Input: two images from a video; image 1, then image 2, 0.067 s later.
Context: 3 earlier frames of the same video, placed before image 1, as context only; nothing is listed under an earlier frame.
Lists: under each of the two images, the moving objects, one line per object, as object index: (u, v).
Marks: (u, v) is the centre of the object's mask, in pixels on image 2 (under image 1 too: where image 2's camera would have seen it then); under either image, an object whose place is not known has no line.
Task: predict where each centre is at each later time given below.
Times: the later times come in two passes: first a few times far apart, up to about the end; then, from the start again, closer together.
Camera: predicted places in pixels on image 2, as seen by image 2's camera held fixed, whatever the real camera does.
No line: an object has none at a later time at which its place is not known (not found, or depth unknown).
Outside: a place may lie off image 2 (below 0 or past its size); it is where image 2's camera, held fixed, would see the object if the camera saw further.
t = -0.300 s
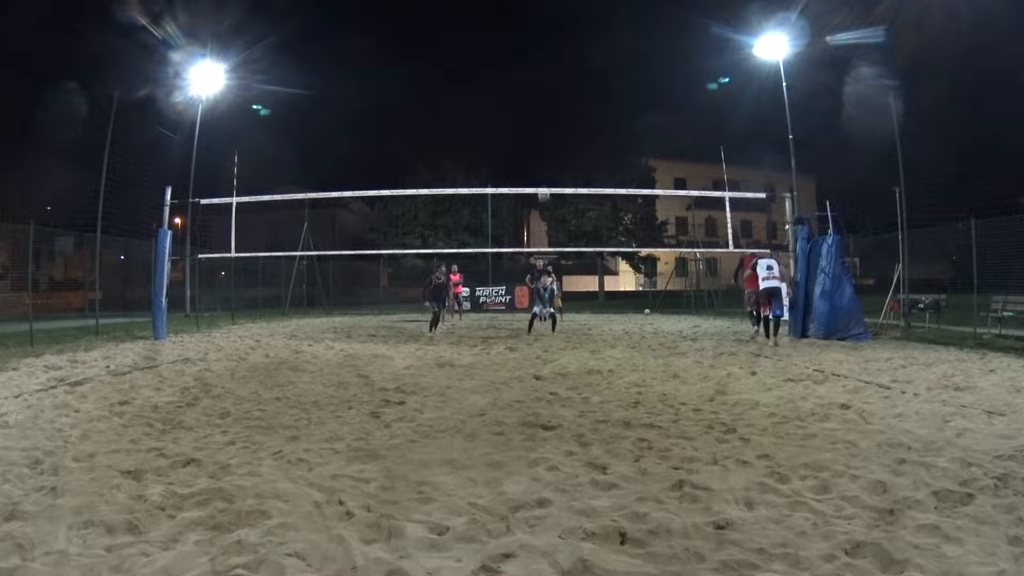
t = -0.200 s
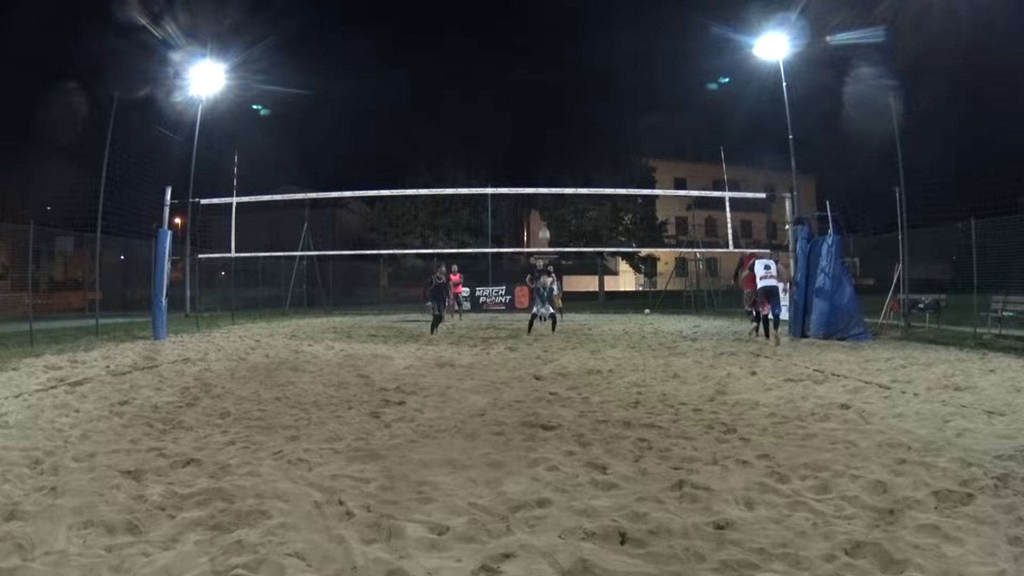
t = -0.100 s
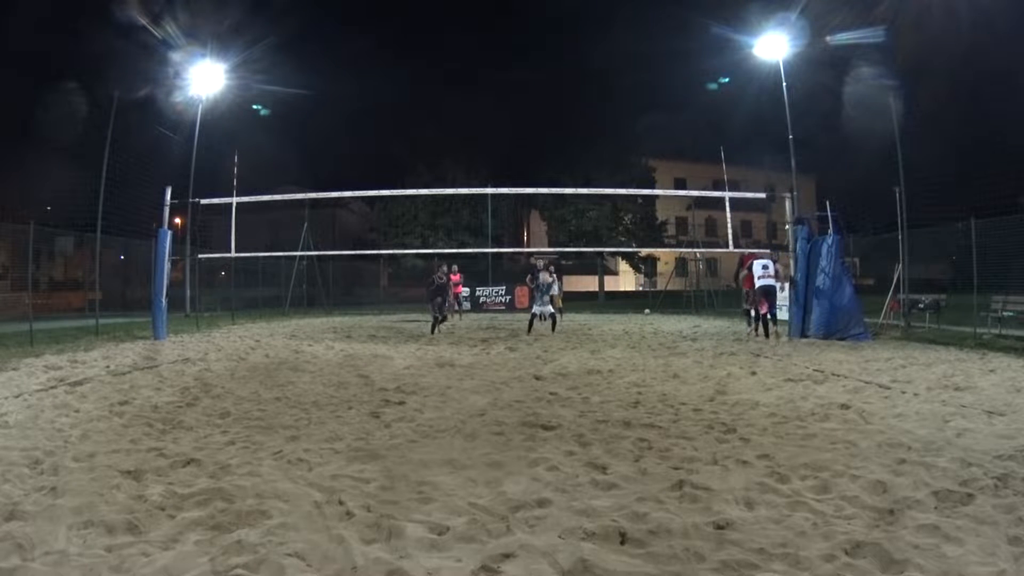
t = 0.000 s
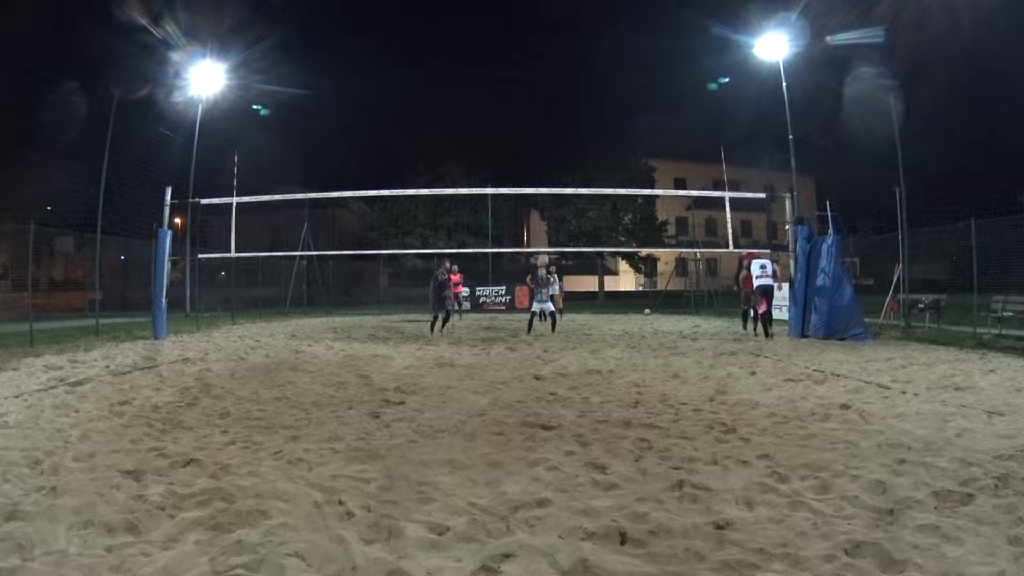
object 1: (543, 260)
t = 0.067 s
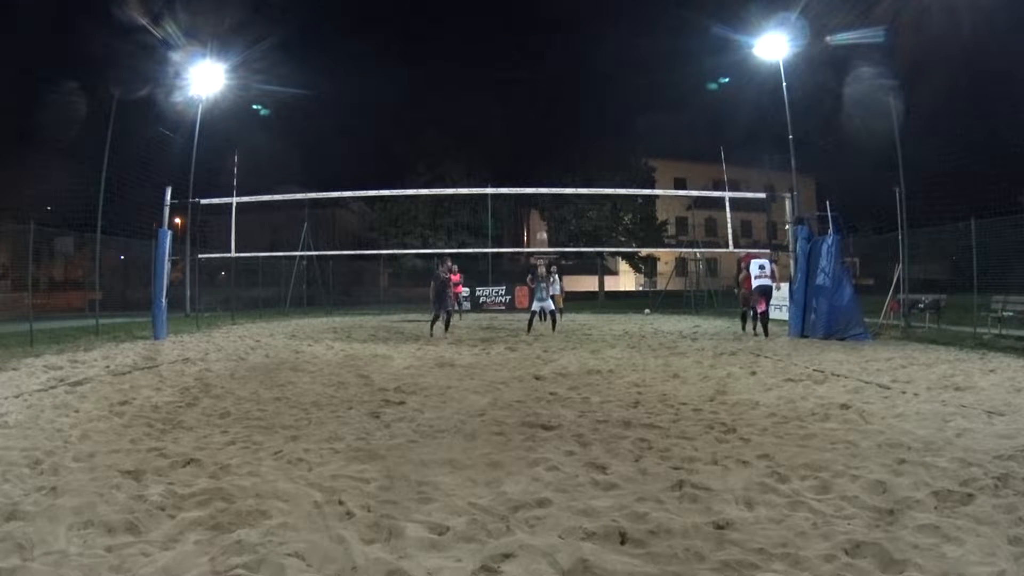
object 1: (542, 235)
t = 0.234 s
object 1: (539, 185)
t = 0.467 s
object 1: (535, 139)
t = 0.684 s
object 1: (533, 116)
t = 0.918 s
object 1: (531, 115)
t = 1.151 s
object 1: (529, 139)
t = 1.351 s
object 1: (527, 182)
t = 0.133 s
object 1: (540, 214)
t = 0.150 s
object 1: (540, 209)
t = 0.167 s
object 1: (540, 205)
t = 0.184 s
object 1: (539, 200)
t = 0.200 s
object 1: (539, 197)
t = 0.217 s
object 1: (539, 191)
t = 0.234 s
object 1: (539, 185)
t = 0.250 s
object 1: (538, 182)
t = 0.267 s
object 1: (538, 179)
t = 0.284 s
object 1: (538, 175)
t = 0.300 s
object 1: (538, 171)
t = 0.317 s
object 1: (537, 167)
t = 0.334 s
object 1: (537, 163)
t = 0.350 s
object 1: (537, 160)
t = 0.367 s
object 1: (537, 157)
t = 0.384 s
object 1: (536, 153)
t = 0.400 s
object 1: (536, 150)
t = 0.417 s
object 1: (536, 147)
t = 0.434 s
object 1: (536, 144)
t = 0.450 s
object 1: (535, 142)
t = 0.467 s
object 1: (535, 139)
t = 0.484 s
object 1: (535, 137)
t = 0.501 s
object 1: (535, 134)
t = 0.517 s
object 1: (535, 132)
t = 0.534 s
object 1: (535, 130)
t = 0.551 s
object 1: (534, 128)
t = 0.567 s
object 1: (534, 126)
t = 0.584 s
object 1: (534, 124)
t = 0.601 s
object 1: (534, 123)
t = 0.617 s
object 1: (534, 121)
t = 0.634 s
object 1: (534, 120)
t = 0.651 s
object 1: (534, 119)
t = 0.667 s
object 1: (533, 117)
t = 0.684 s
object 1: (533, 116)
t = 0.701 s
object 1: (533, 115)
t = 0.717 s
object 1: (533, 115)
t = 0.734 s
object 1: (533, 114)
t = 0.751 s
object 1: (533, 113)
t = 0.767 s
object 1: (532, 113)
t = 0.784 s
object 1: (532, 113)
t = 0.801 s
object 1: (532, 112)
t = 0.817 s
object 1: (532, 112)
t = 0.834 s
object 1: (532, 112)
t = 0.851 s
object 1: (532, 113)
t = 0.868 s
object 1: (531, 113)
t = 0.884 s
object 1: (531, 113)
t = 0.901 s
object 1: (531, 114)
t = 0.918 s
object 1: (531, 115)
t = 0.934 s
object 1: (531, 115)
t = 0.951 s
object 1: (531, 116)
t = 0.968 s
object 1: (531, 117)
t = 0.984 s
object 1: (530, 119)
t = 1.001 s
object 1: (530, 120)
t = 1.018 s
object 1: (530, 121)
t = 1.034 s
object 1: (530, 123)
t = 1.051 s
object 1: (530, 125)
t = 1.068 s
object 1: (530, 127)
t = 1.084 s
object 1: (530, 129)
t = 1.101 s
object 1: (529, 131)
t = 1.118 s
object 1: (529, 133)
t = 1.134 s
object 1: (529, 136)
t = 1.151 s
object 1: (529, 139)
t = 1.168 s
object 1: (529, 141)
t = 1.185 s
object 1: (529, 145)
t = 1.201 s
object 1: (528, 148)
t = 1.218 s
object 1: (528, 151)
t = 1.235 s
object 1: (528, 154)
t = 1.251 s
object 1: (528, 158)
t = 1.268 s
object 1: (528, 162)
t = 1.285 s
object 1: (528, 166)
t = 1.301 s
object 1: (528, 170)
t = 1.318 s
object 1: (528, 173)
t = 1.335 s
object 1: (527, 178)
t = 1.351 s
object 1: (527, 182)
